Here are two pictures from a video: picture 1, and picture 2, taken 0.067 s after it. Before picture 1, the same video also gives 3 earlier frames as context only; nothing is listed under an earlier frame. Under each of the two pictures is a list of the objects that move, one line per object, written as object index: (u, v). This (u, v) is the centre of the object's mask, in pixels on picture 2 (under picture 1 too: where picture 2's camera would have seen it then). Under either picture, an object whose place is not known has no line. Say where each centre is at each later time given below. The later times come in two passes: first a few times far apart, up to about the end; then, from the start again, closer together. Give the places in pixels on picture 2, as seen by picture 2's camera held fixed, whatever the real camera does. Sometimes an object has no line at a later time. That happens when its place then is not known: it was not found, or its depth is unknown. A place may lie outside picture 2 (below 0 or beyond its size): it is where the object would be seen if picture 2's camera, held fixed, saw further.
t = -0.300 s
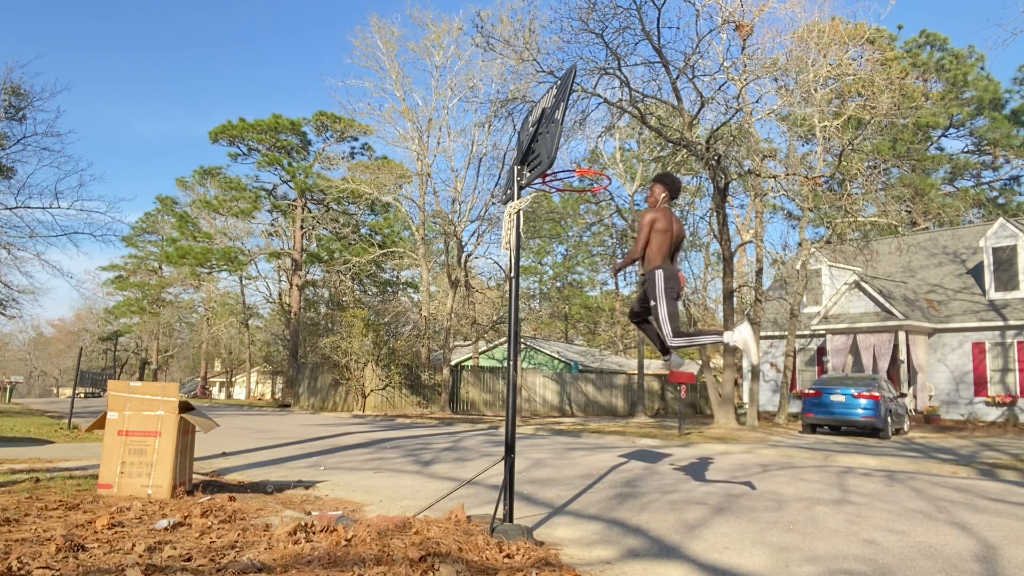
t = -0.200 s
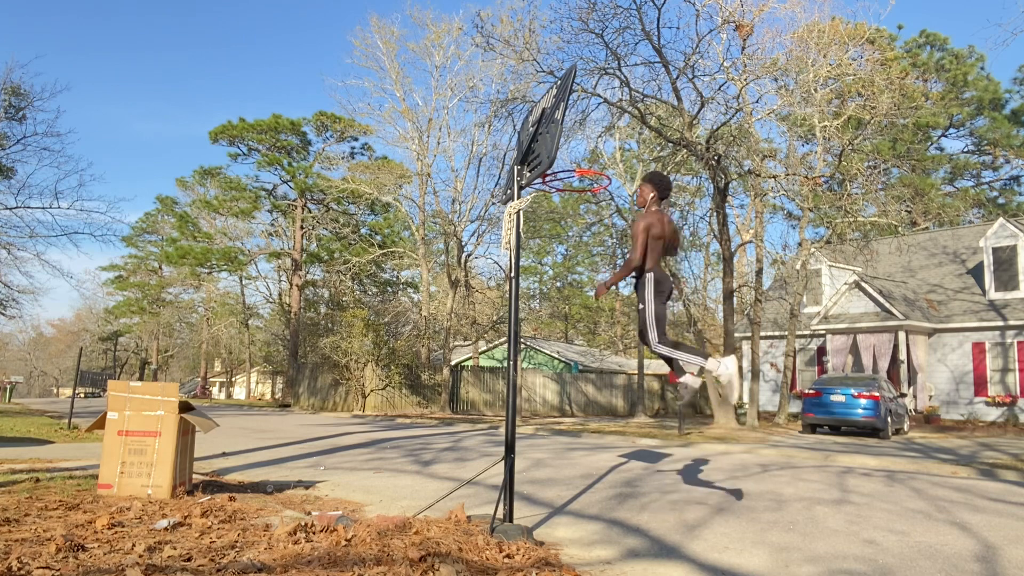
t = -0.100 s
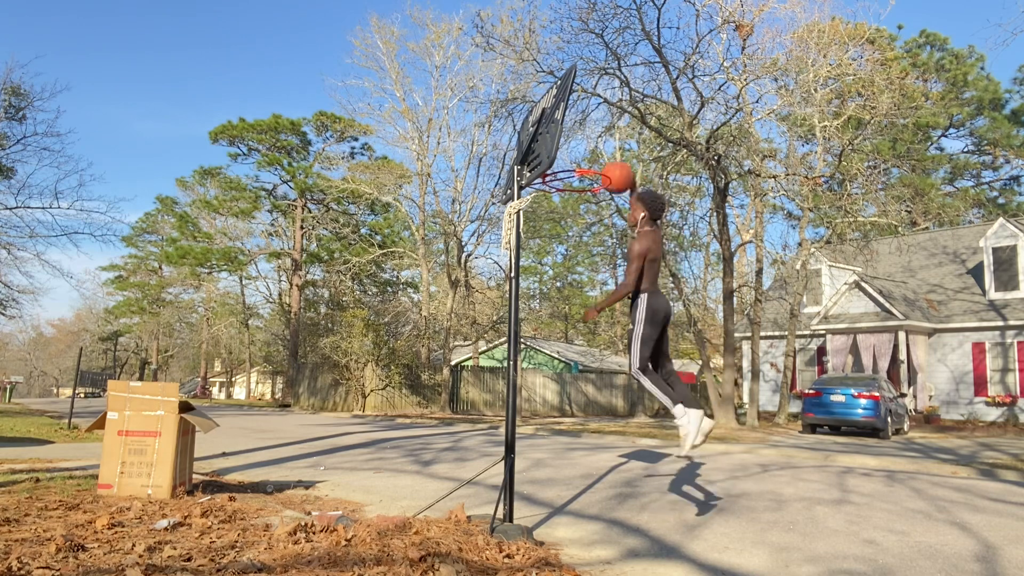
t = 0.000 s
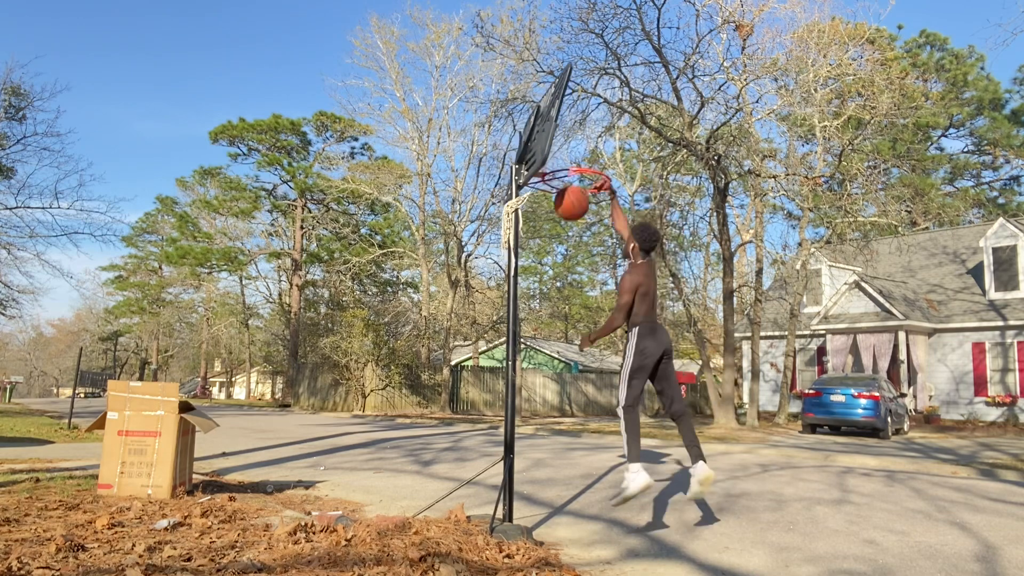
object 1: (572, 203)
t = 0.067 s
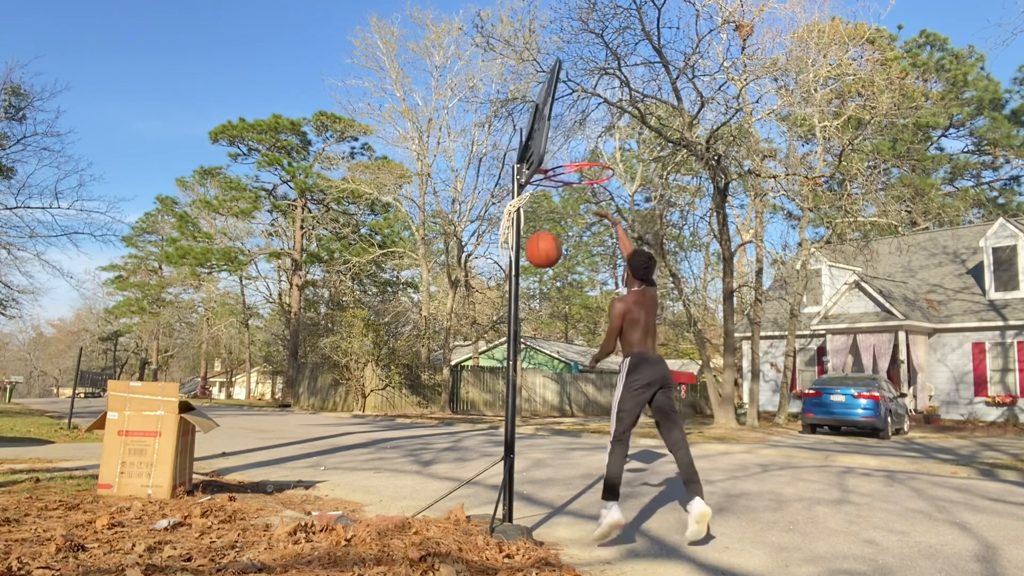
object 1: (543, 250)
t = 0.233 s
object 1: (457, 428)
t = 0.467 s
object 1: (408, 457)
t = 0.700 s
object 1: (410, 385)
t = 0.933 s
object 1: (408, 433)
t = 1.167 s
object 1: (405, 559)
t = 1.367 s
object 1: (418, 531)
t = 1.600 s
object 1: (434, 558)
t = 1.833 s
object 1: (457, 562)
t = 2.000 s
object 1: (485, 564)
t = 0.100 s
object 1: (528, 278)
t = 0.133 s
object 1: (512, 309)
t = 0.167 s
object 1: (495, 344)
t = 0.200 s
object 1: (477, 383)
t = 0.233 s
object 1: (457, 428)
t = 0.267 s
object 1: (437, 476)
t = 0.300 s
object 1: (414, 532)
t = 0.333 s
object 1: (404, 539)
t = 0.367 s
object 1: (405, 521)
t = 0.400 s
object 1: (406, 498)
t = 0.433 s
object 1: (407, 476)
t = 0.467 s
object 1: (408, 457)
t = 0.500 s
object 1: (409, 440)
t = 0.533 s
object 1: (410, 425)
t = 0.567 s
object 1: (410, 412)
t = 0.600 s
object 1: (410, 402)
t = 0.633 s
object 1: (410, 394)
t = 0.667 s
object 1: (410, 388)
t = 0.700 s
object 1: (410, 385)
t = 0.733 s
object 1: (410, 384)
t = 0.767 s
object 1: (410, 385)
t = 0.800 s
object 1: (410, 389)
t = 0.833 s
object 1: (409, 396)
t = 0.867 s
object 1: (409, 405)
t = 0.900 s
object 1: (409, 418)
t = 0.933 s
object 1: (408, 433)
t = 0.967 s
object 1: (408, 451)
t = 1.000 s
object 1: (407, 472)
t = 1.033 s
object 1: (406, 497)
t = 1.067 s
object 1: (404, 526)
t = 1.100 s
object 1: (403, 553)
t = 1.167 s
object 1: (405, 559)
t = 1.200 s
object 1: (407, 552)
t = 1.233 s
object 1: (409, 546)
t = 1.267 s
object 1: (412, 538)
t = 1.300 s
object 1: (414, 533)
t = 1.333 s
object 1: (416, 531)
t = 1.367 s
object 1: (418, 531)
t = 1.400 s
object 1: (420, 535)
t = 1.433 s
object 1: (422, 541)
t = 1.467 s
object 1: (424, 548)
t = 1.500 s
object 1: (426, 556)
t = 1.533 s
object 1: (428, 561)
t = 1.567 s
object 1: (430, 561)
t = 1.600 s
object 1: (434, 558)
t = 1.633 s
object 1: (438, 556)
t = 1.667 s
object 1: (441, 555)
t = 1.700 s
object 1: (445, 555)
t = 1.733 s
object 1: (448, 556)
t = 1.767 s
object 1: (451, 559)
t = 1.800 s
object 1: (453, 561)
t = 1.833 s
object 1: (457, 562)
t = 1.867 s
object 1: (464, 562)
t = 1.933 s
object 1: (474, 561)
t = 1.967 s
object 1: (479, 562)
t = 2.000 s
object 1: (485, 564)
